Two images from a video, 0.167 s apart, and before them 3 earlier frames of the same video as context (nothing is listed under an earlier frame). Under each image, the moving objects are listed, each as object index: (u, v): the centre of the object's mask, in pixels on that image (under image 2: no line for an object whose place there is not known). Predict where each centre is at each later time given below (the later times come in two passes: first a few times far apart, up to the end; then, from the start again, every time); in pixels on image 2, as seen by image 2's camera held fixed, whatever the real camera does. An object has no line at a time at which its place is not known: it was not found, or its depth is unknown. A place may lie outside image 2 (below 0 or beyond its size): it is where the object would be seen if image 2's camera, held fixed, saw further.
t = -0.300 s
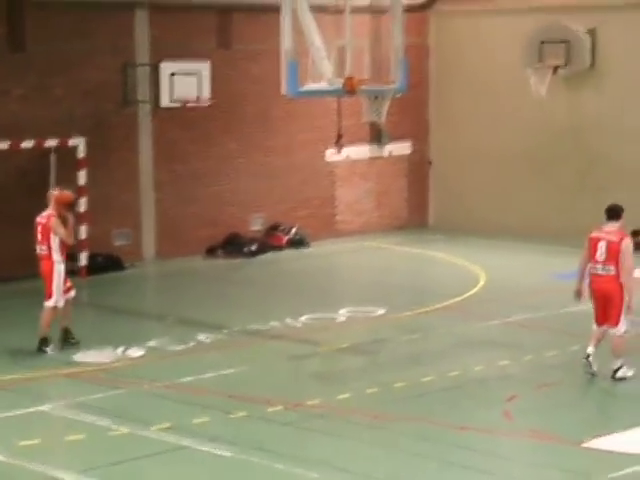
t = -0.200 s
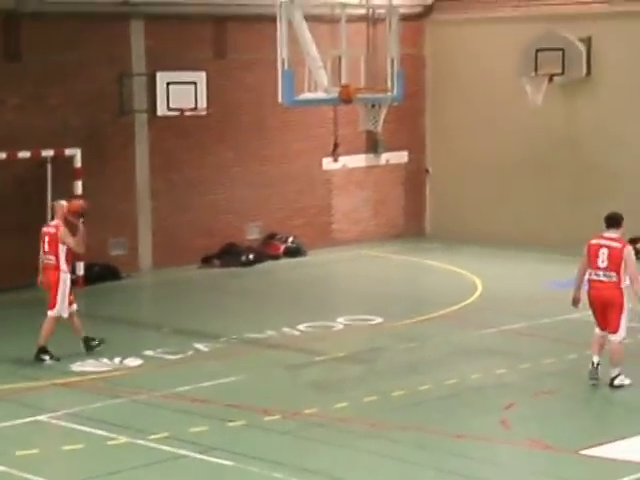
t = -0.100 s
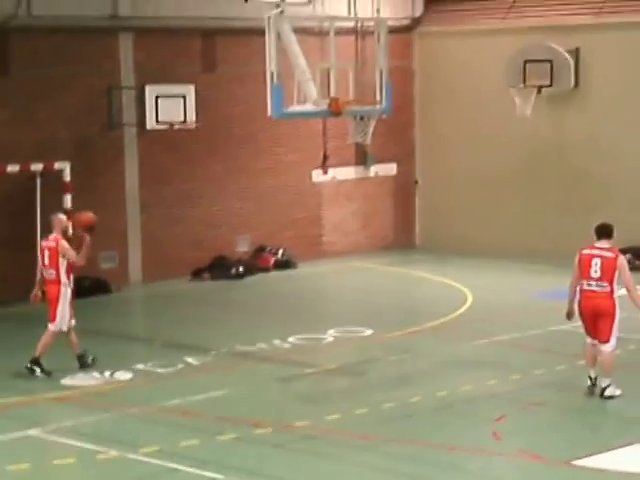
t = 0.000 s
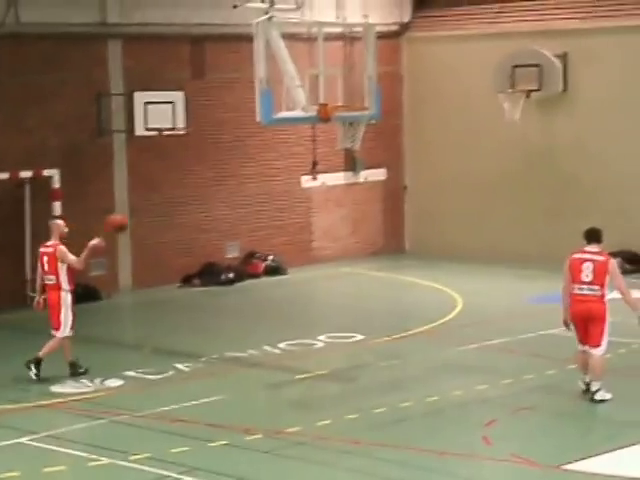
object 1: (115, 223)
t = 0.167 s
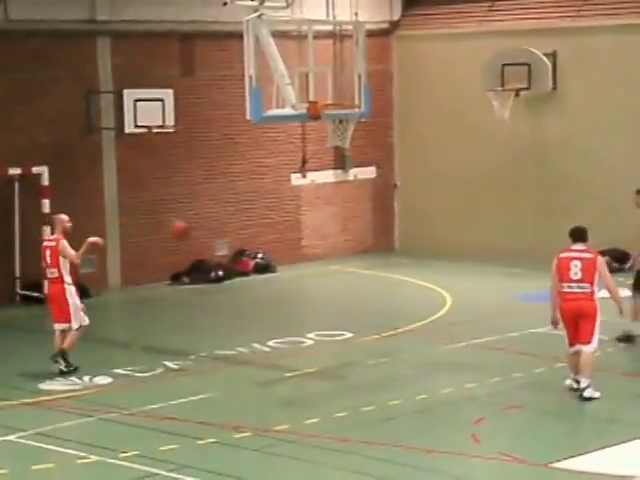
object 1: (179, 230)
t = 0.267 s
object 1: (223, 247)
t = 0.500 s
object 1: (318, 314)
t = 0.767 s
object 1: (384, 287)
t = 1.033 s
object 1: (434, 251)
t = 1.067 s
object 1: (440, 251)
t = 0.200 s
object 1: (193, 234)
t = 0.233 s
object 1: (207, 241)
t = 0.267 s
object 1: (223, 247)
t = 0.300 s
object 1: (230, 253)
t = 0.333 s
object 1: (250, 262)
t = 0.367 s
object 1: (265, 270)
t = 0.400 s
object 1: (278, 282)
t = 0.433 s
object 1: (292, 292)
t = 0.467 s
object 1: (305, 303)
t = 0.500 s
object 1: (318, 314)
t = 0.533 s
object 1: (331, 327)
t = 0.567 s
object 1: (345, 344)
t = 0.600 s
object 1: (353, 339)
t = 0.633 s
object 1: (359, 326)
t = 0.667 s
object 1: (366, 315)
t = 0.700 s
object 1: (372, 304)
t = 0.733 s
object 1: (378, 295)
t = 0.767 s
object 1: (384, 287)
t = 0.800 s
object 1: (390, 280)
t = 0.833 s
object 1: (397, 271)
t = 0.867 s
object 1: (402, 266)
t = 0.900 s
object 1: (408, 262)
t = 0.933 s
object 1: (415, 257)
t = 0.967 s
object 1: (421, 254)
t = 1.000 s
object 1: (427, 252)
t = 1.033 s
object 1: (434, 251)
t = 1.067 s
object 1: (440, 251)
